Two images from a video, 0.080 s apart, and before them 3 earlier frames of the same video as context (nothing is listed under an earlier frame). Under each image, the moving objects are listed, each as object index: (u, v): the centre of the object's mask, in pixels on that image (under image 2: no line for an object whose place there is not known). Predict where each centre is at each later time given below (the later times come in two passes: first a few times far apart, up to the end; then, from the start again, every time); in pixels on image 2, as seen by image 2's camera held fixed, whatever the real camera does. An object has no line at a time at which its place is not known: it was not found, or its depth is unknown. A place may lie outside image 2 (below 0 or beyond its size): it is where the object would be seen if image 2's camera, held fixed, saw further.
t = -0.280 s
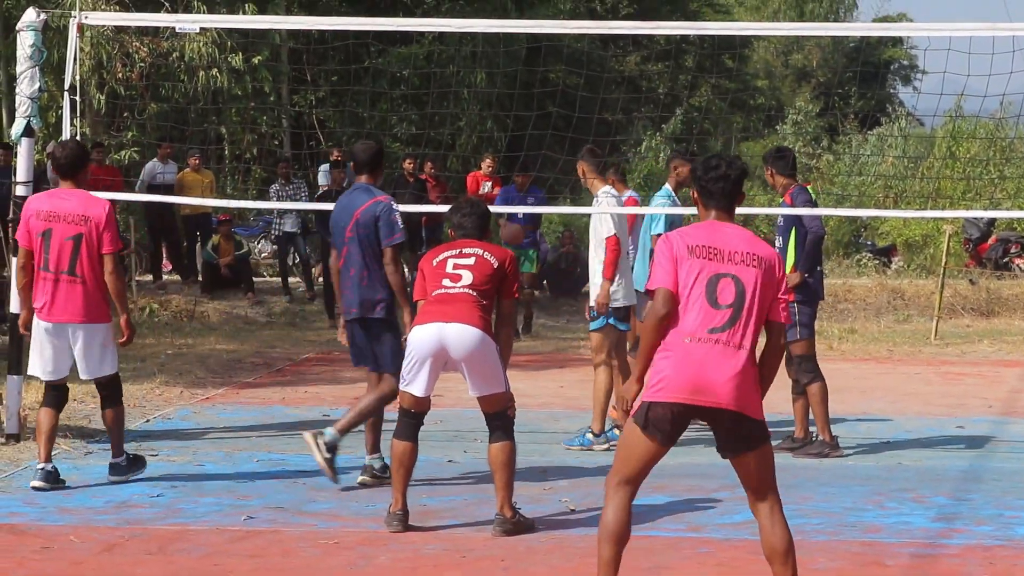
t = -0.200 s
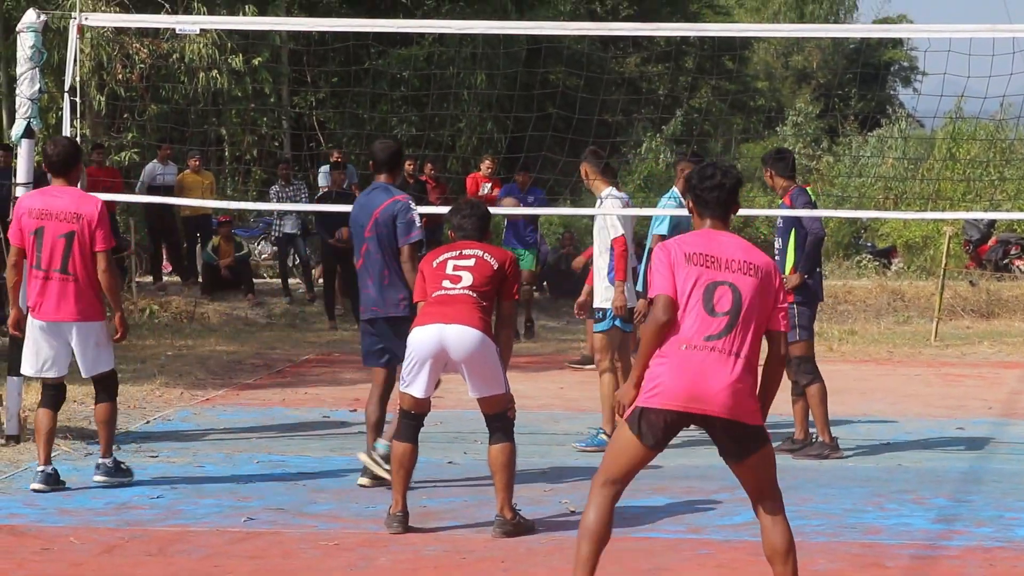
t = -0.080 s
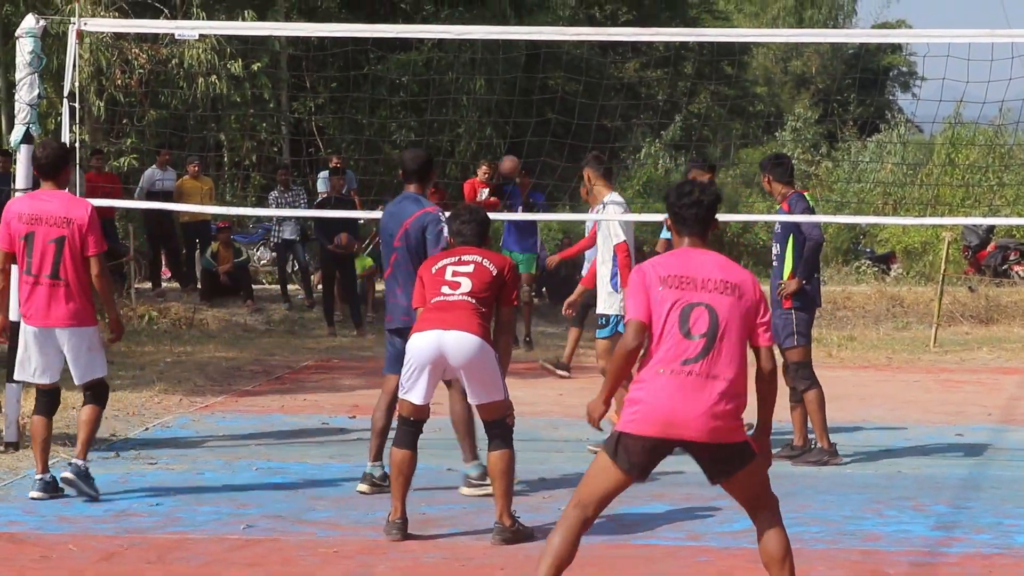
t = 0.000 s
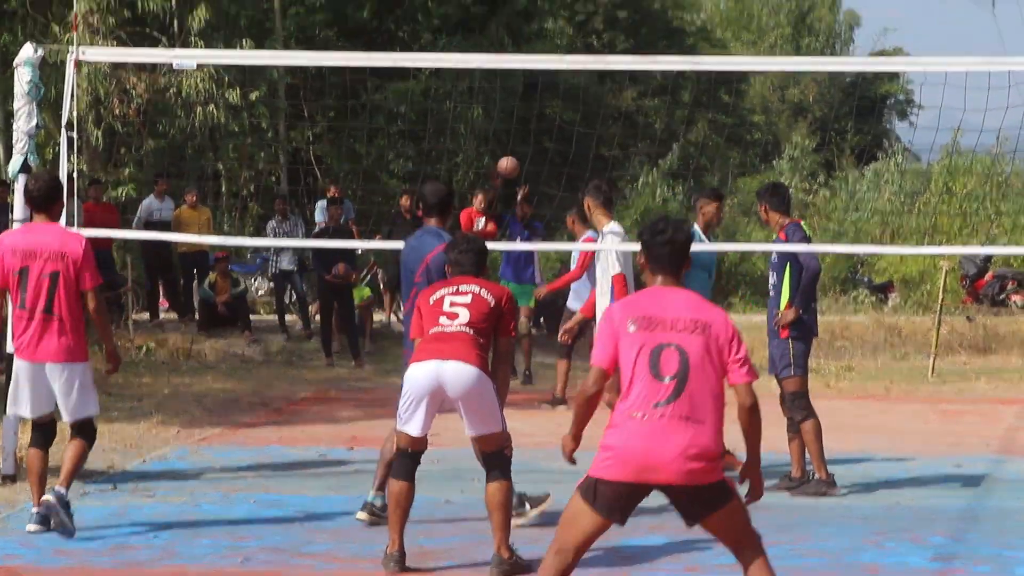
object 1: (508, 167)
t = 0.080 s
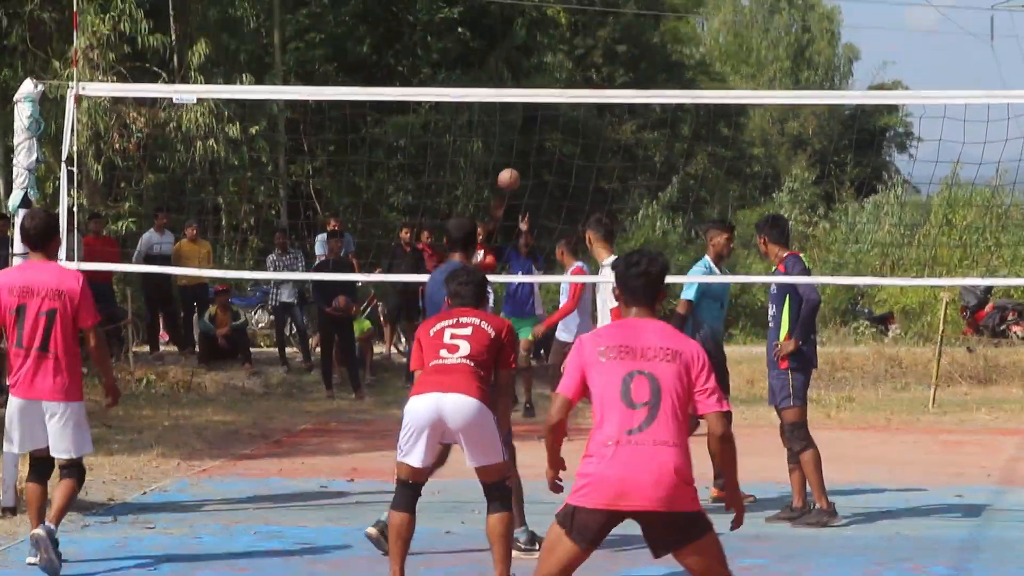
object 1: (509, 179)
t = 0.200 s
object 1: (511, 159)
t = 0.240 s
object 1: (511, 156)
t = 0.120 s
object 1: (509, 171)
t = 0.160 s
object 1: (510, 163)
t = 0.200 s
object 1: (511, 159)
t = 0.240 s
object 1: (511, 156)
